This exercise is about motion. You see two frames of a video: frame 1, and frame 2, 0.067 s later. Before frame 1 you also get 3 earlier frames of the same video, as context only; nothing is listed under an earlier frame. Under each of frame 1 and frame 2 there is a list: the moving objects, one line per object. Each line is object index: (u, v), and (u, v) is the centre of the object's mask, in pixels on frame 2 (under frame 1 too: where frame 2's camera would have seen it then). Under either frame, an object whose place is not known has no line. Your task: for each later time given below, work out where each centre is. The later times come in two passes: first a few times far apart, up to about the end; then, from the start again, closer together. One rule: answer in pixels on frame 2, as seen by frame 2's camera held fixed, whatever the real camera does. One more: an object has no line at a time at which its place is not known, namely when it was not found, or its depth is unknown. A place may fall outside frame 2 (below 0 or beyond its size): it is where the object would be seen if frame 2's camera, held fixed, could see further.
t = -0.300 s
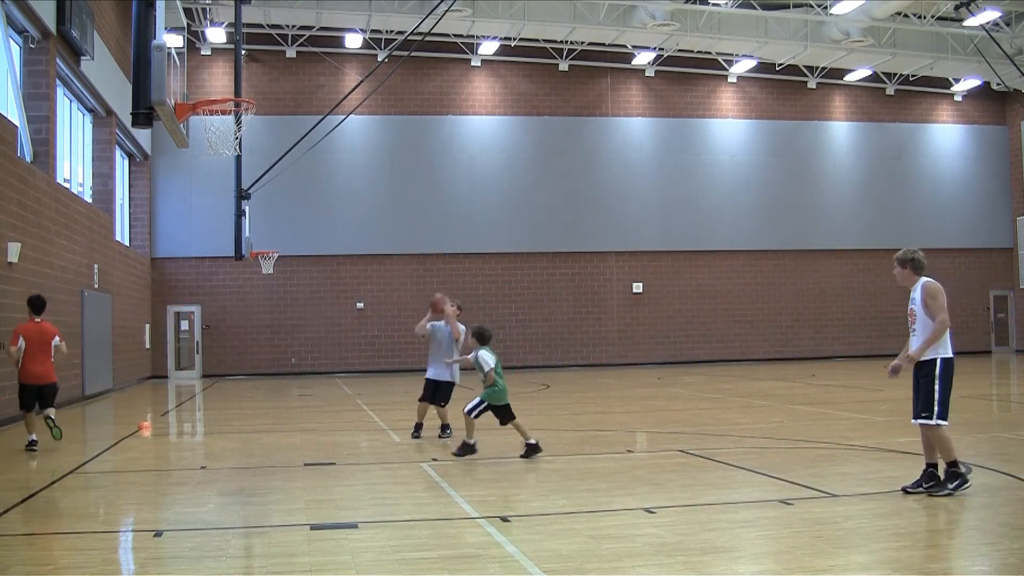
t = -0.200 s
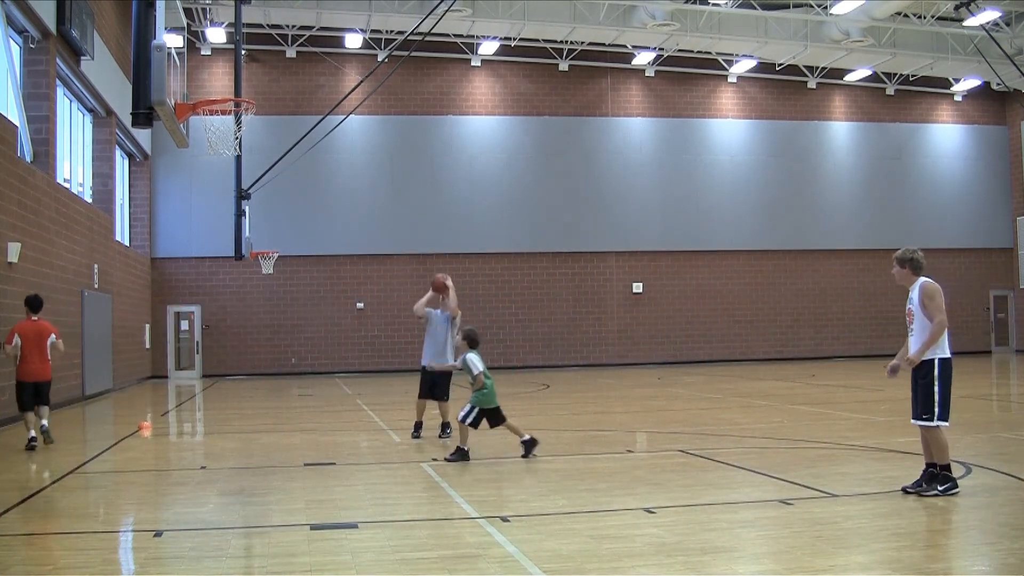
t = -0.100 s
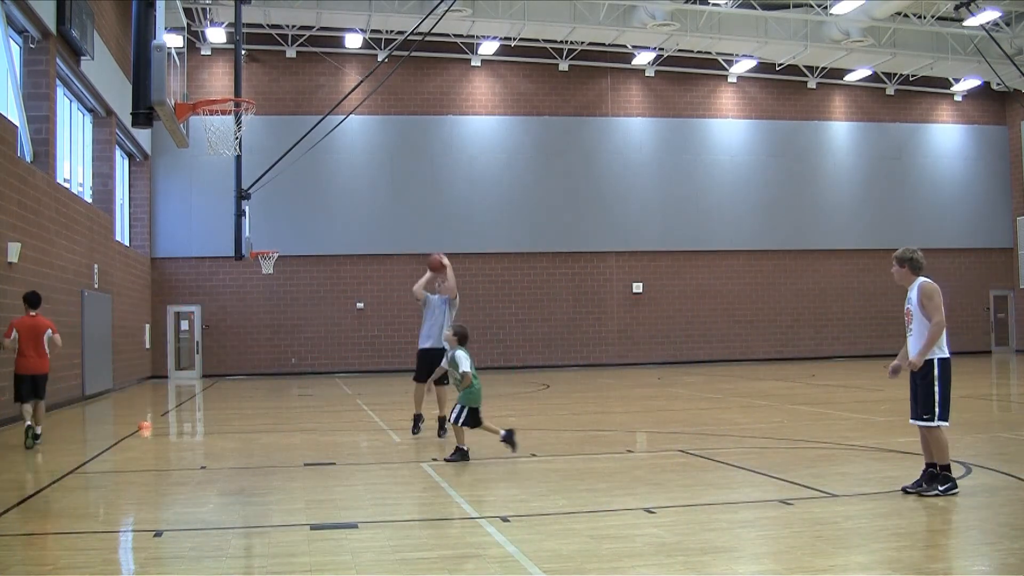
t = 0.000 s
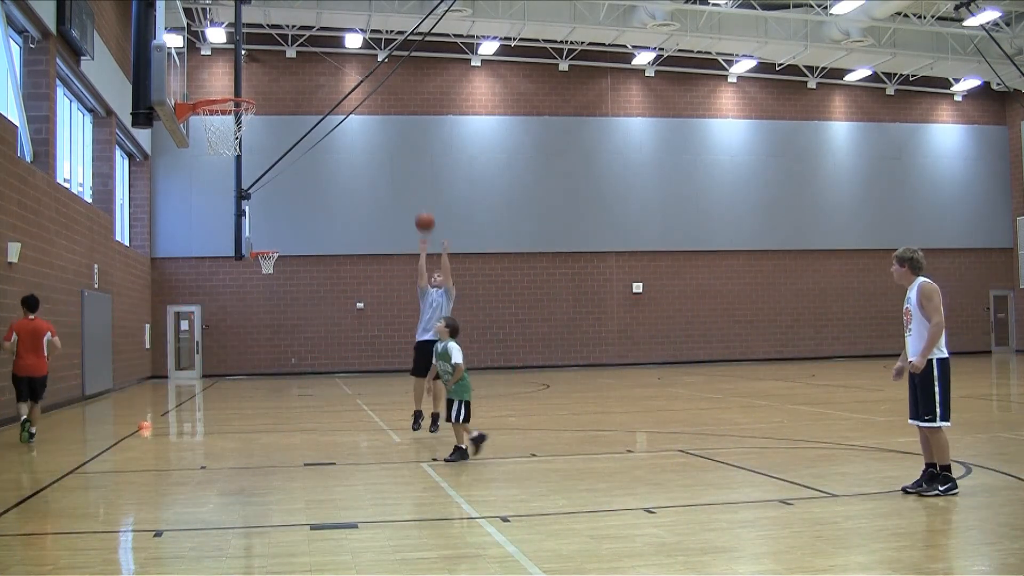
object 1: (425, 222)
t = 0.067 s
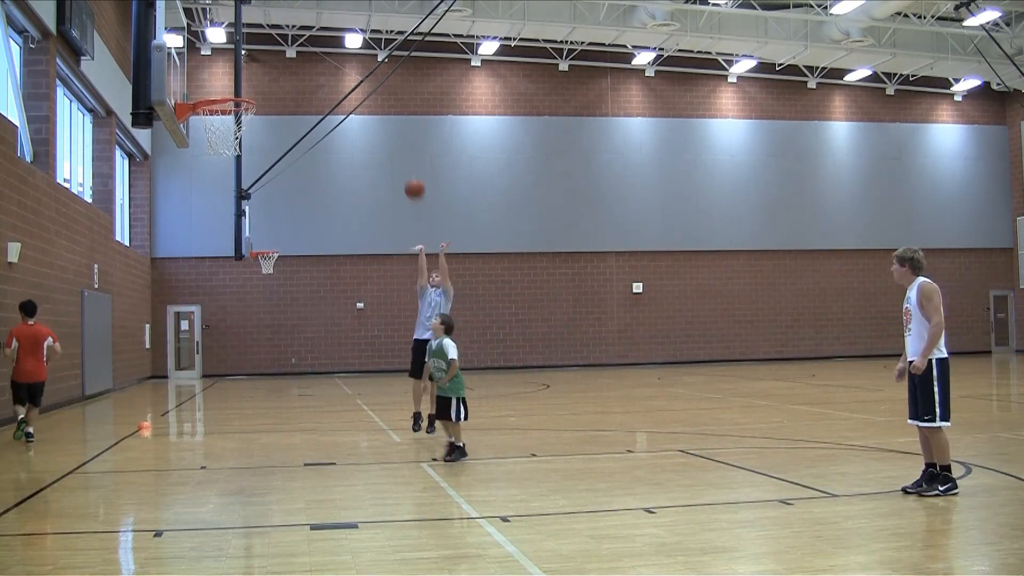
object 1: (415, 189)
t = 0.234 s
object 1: (387, 119)
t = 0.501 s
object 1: (336, 44)
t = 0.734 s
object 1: (287, 33)
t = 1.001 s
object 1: (218, 90)
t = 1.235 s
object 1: (226, 94)
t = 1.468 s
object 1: (233, 167)
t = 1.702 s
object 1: (239, 272)
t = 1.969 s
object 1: (249, 435)
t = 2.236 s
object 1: (253, 346)
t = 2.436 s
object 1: (256, 314)
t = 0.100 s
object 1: (409, 174)
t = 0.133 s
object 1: (403, 159)
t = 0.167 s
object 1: (398, 145)
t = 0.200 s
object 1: (392, 131)
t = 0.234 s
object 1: (387, 119)
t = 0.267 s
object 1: (381, 107)
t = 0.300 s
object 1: (375, 95)
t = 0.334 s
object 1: (369, 85)
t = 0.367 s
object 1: (363, 76)
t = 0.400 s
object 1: (357, 66)
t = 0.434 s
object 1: (351, 59)
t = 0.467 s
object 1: (344, 52)
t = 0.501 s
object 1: (336, 44)
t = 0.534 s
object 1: (330, 40)
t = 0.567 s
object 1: (324, 37)
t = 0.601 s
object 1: (317, 34)
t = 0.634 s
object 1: (310, 32)
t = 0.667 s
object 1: (303, 31)
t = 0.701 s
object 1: (294, 32)
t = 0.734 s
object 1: (287, 33)
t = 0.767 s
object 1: (278, 36)
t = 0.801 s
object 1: (270, 40)
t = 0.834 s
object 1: (261, 47)
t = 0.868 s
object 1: (254, 52)
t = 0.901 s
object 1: (245, 62)
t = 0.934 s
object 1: (235, 72)
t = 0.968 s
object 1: (225, 84)
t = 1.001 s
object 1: (218, 90)
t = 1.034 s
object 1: (219, 89)
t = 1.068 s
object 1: (221, 88)
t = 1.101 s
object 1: (222, 89)
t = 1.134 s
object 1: (223, 89)
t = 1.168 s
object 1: (225, 90)
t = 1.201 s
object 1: (226, 92)
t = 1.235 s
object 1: (226, 94)
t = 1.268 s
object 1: (226, 116)
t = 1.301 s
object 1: (225, 120)
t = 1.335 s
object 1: (227, 125)
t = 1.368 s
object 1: (230, 133)
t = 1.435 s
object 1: (233, 156)
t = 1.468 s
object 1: (233, 167)
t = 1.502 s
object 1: (234, 179)
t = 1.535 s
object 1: (235, 192)
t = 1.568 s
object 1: (236, 207)
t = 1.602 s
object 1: (236, 223)
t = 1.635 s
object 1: (237, 238)
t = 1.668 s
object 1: (238, 255)
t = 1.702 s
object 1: (239, 272)
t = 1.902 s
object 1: (246, 391)
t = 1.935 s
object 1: (247, 412)
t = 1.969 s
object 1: (249, 435)
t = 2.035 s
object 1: (249, 415)
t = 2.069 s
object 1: (250, 401)
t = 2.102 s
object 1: (251, 388)
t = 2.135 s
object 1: (251, 375)
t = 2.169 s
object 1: (252, 364)
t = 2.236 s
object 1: (253, 346)
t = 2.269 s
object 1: (254, 338)
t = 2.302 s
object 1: (254, 331)
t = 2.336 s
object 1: (255, 326)
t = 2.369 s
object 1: (255, 321)
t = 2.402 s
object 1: (256, 317)
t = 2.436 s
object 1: (256, 314)
